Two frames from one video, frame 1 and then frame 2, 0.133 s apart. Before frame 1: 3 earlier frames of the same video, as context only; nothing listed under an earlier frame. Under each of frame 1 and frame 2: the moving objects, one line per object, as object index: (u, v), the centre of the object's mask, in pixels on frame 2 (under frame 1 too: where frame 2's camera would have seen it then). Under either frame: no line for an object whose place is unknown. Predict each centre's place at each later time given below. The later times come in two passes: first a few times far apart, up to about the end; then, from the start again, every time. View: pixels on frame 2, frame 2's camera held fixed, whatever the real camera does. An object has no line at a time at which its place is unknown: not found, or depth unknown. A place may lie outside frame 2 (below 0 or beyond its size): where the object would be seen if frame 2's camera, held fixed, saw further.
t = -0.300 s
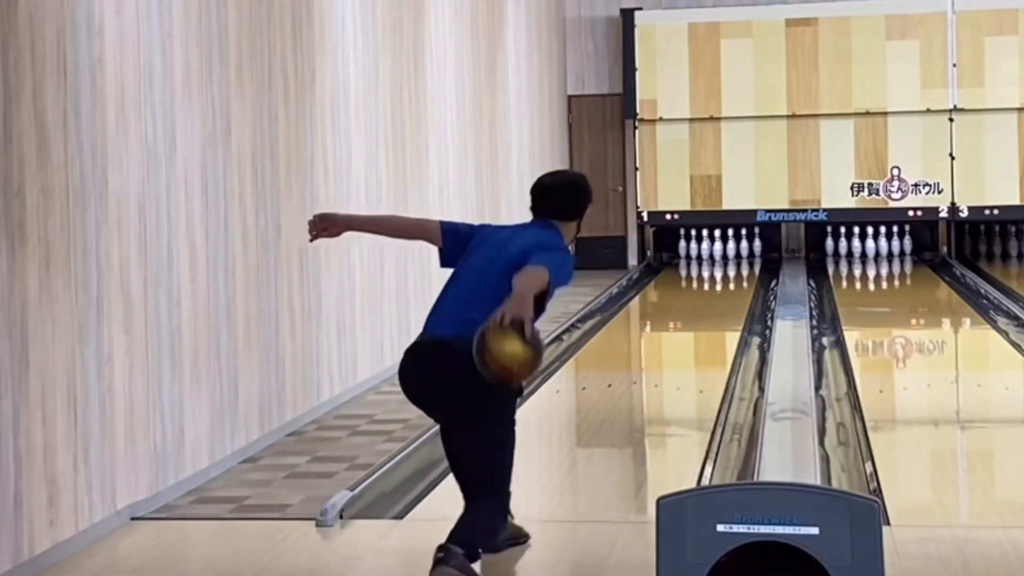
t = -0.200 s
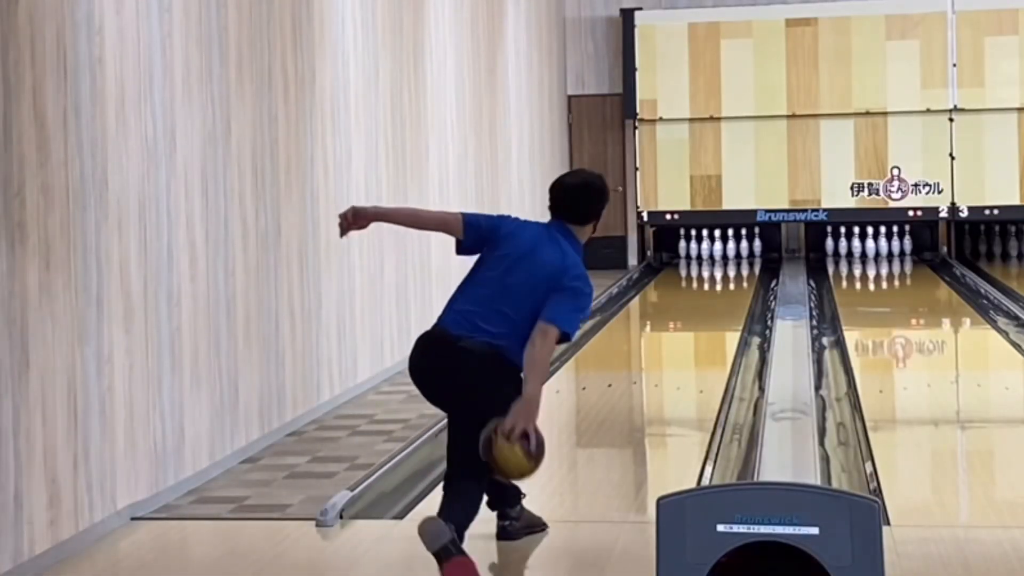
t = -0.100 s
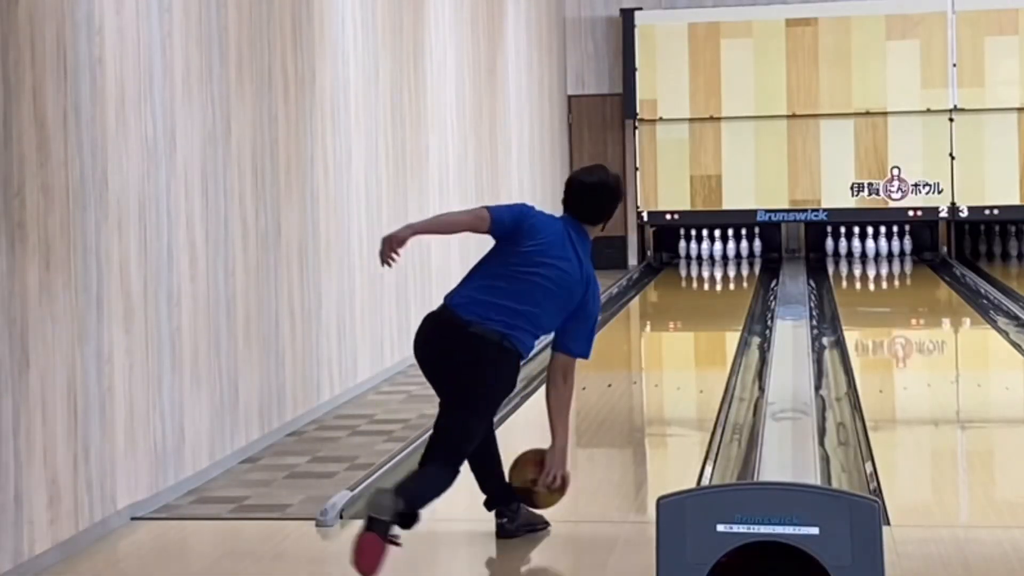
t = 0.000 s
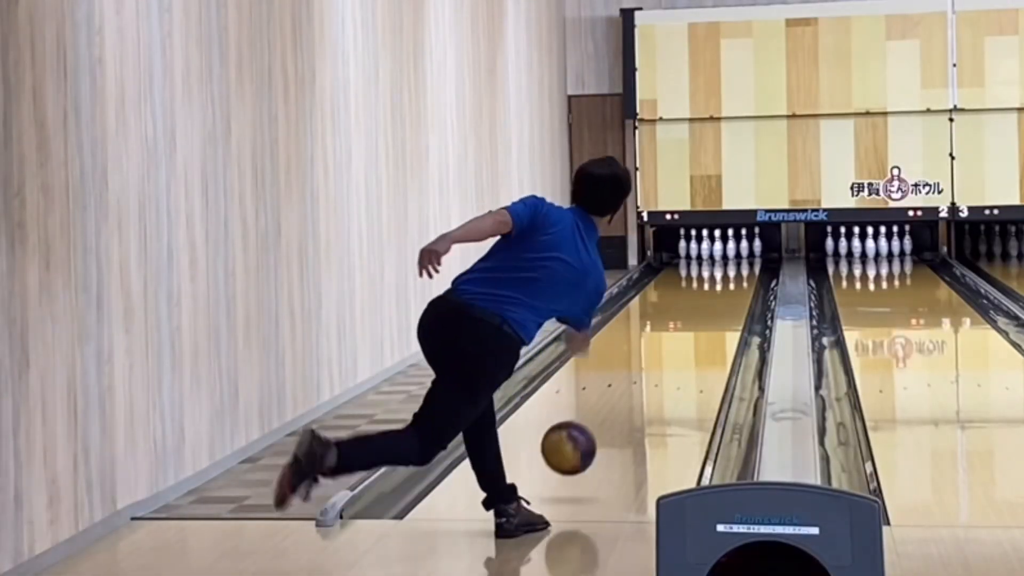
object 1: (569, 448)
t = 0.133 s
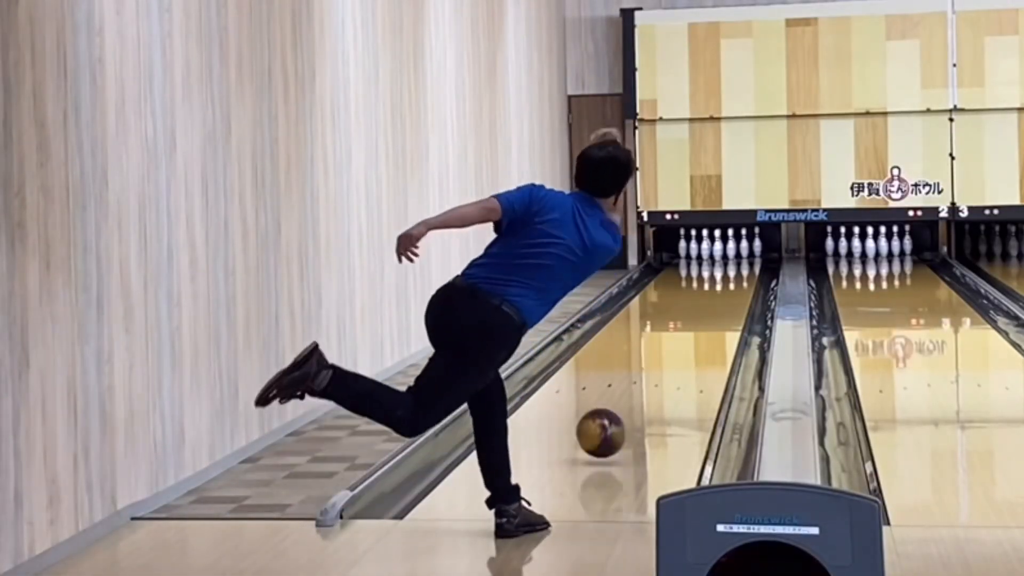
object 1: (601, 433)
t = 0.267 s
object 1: (627, 412)
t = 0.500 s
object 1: (661, 374)
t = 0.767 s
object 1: (690, 342)
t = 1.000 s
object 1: (709, 321)
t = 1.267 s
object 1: (724, 301)
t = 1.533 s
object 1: (735, 286)
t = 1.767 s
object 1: (741, 276)
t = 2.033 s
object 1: (743, 265)
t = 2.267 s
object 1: (739, 258)
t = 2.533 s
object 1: (731, 251)
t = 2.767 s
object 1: (731, 249)
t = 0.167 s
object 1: (608, 432)
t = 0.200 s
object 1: (614, 422)
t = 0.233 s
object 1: (621, 416)
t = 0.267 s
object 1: (627, 412)
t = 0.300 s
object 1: (632, 405)
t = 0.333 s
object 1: (638, 400)
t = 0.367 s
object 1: (643, 394)
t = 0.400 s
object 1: (648, 389)
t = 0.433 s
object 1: (653, 384)
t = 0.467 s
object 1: (657, 379)
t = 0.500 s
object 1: (661, 374)
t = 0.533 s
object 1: (665, 369)
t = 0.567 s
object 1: (669, 365)
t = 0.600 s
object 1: (673, 361)
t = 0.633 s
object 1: (677, 357)
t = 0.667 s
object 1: (680, 353)
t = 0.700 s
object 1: (684, 348)
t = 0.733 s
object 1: (687, 345)
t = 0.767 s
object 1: (690, 342)
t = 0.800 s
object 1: (693, 339)
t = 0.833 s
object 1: (695, 335)
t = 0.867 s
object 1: (698, 332)
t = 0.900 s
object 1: (701, 329)
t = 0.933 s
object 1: (703, 326)
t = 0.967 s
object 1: (706, 323)
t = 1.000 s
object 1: (709, 321)
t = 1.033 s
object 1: (711, 318)
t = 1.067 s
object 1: (712, 315)
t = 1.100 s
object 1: (715, 313)
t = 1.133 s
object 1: (717, 311)
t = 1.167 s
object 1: (719, 309)
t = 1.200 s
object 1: (721, 306)
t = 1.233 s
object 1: (723, 304)
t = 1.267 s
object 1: (724, 301)
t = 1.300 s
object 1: (726, 300)
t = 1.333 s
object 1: (728, 297)
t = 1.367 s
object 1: (729, 295)
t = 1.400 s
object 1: (731, 294)
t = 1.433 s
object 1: (732, 292)
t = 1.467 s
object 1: (733, 291)
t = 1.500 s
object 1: (734, 287)
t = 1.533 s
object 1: (735, 286)
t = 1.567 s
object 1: (736, 285)
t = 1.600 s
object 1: (737, 282)
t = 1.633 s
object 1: (737, 281)
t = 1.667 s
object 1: (739, 280)
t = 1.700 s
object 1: (740, 278)
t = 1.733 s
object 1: (741, 276)
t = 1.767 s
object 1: (741, 276)
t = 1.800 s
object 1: (743, 273)
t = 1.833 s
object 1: (742, 273)
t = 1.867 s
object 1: (743, 270)
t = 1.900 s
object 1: (744, 269)
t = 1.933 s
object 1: (743, 269)
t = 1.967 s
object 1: (744, 268)
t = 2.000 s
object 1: (744, 267)
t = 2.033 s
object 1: (743, 265)
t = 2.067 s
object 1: (743, 264)
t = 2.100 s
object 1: (742, 263)
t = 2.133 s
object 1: (743, 263)
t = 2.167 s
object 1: (742, 261)
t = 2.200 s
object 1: (740, 260)
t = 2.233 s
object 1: (740, 259)
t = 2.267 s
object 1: (739, 258)
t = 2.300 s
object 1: (737, 257)
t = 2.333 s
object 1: (735, 257)
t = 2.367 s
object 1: (733, 256)
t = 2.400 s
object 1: (733, 256)
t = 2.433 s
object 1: (732, 254)
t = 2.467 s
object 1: (731, 254)
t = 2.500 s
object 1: (730, 254)
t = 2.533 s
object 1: (731, 251)
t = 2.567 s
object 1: (731, 251)
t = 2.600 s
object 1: (731, 251)
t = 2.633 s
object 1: (731, 247)
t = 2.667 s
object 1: (732, 248)
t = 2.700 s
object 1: (731, 251)
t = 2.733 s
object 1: (730, 247)
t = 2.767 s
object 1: (731, 249)
